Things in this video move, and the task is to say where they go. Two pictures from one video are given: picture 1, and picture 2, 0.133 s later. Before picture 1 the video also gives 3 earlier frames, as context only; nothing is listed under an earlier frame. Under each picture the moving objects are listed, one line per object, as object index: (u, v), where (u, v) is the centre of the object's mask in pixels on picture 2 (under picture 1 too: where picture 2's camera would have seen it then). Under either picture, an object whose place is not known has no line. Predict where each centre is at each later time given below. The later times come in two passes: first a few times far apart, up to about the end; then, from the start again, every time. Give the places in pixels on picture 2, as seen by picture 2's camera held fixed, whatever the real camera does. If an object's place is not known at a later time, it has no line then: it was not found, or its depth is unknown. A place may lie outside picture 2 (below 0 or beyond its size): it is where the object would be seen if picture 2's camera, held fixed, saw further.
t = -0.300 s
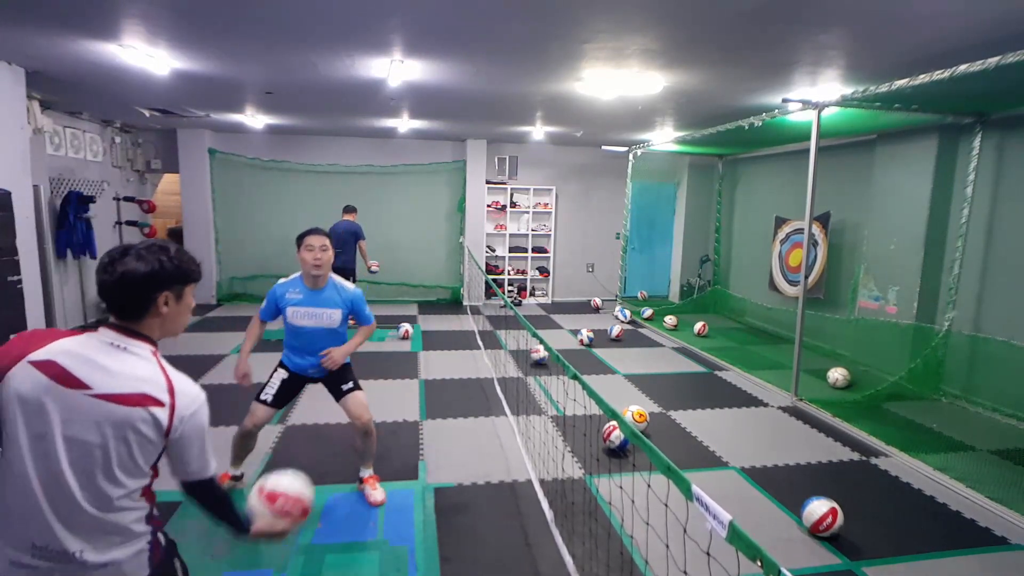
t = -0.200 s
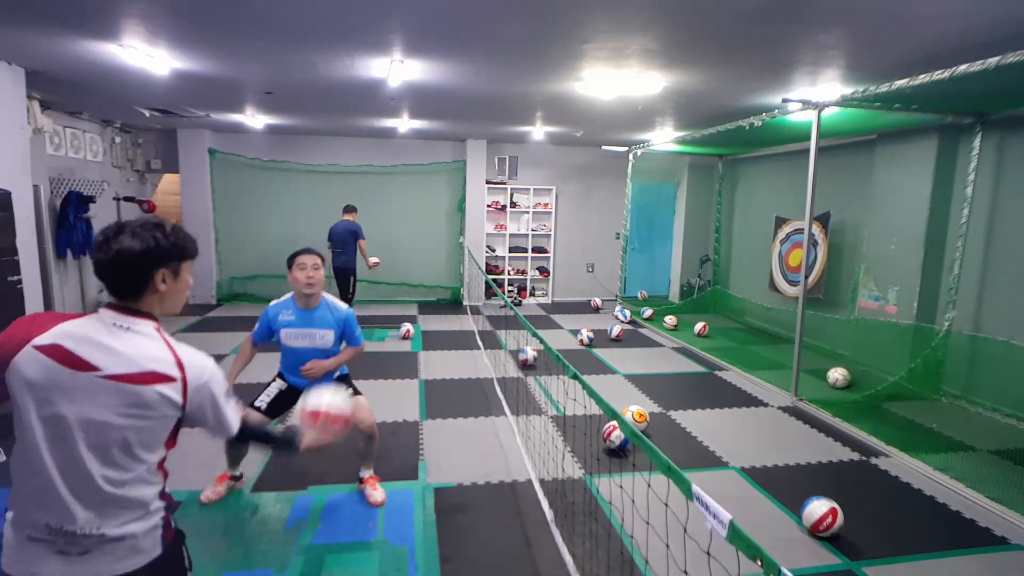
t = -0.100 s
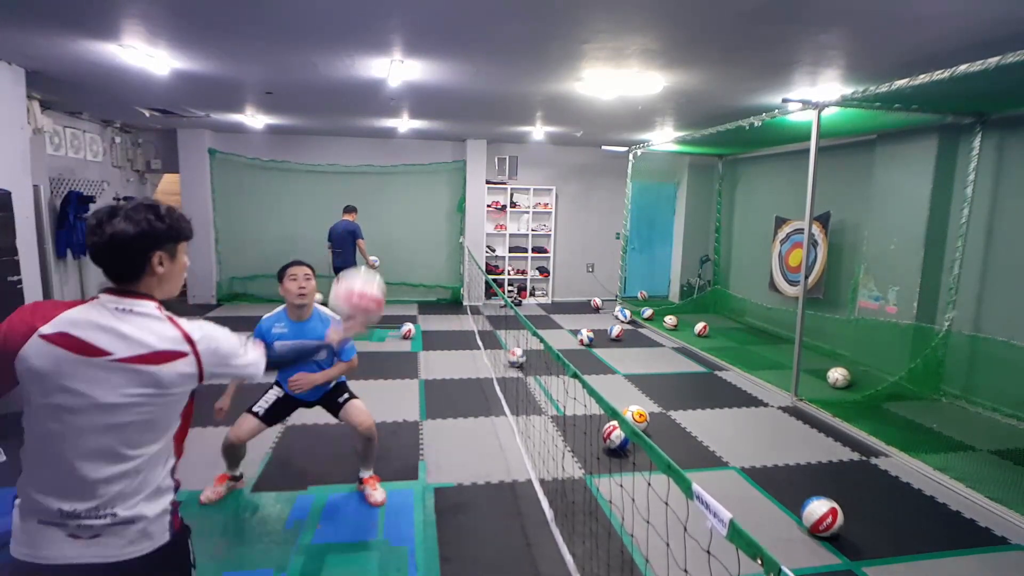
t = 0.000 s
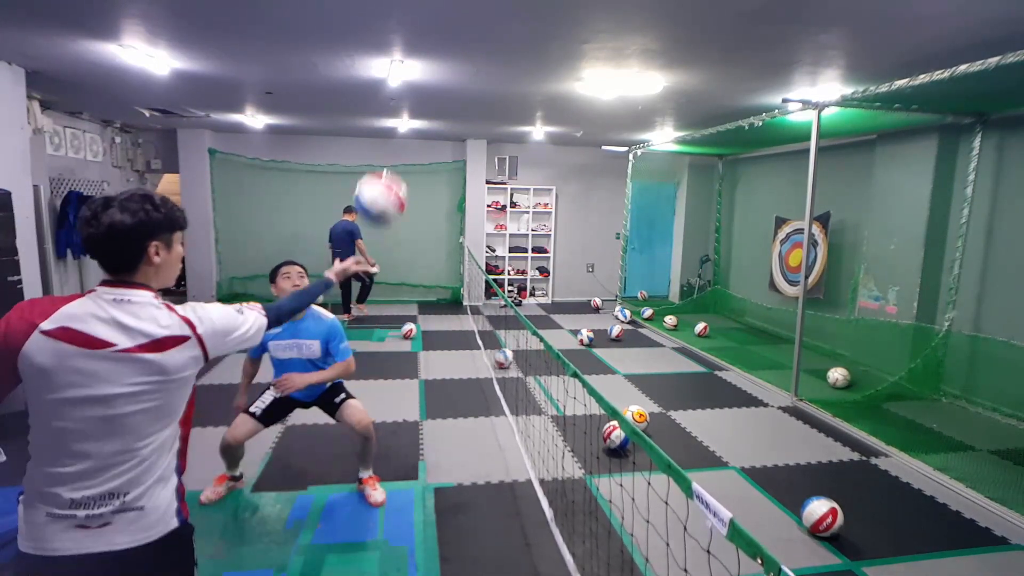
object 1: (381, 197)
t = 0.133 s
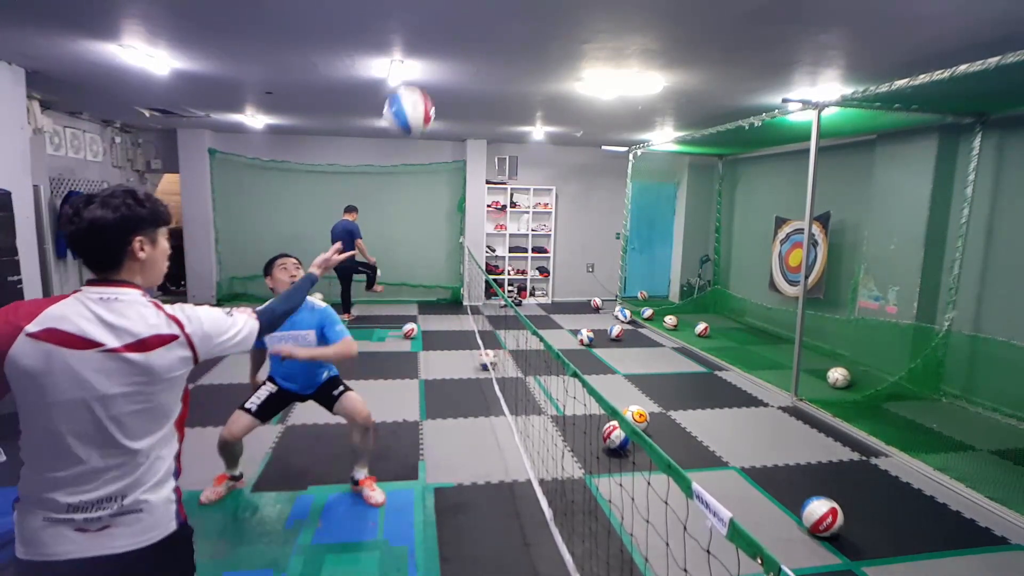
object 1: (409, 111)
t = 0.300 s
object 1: (440, 75)
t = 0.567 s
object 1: (478, 138)
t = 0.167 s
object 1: (416, 100)
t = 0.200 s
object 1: (422, 90)
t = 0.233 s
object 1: (429, 81)
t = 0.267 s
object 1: (435, 77)
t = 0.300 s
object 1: (440, 75)
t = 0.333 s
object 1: (446, 75)
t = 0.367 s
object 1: (451, 78)
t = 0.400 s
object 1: (456, 83)
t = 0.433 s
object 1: (461, 91)
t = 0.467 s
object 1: (466, 100)
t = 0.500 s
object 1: (470, 111)
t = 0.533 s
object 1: (474, 123)
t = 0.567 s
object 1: (478, 138)
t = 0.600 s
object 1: (482, 154)
